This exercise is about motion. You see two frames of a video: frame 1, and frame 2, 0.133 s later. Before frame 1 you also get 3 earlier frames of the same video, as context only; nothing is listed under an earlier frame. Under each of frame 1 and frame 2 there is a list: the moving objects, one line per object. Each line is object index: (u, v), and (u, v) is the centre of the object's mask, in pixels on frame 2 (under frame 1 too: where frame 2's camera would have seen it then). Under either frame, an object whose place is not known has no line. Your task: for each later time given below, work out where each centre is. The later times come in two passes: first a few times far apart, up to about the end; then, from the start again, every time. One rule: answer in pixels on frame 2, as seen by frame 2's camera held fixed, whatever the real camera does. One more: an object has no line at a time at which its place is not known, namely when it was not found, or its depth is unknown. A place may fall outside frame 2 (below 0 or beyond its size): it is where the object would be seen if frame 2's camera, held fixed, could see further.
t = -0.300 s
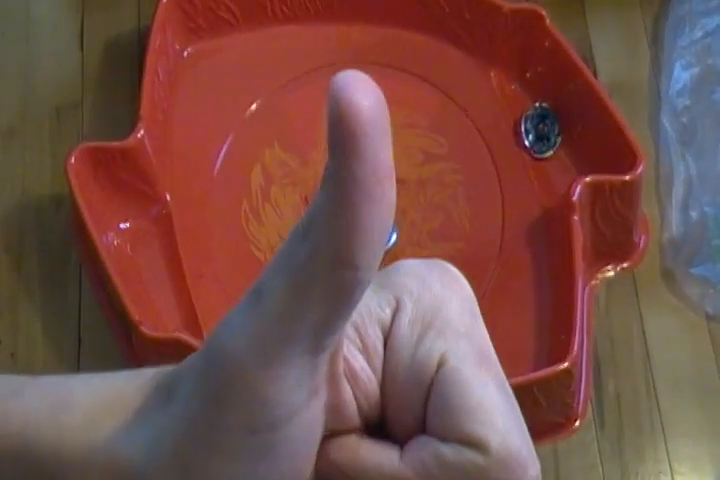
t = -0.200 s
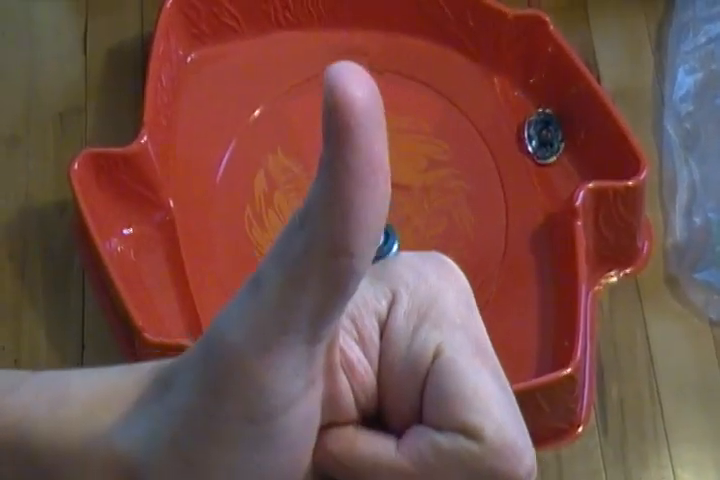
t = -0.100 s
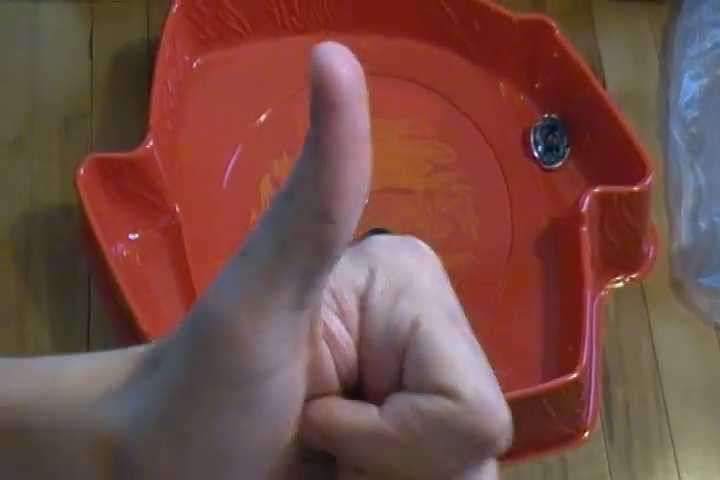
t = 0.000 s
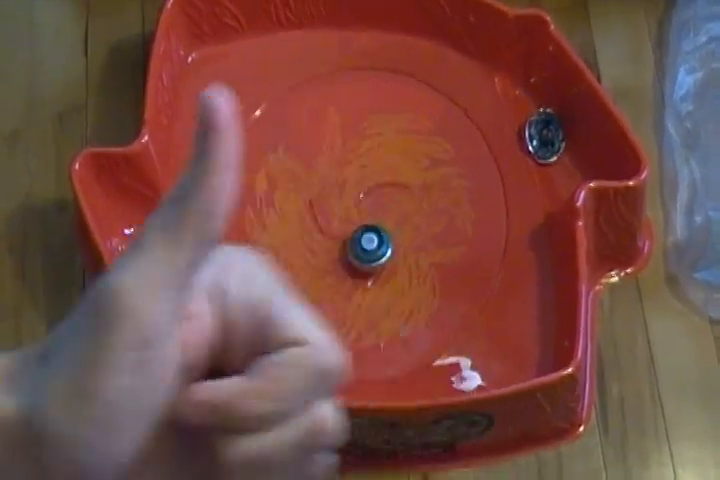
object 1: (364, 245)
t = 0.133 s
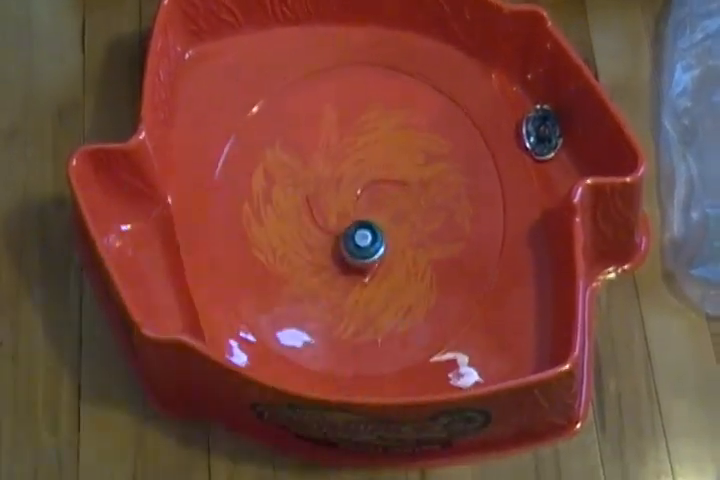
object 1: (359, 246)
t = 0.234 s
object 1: (358, 245)
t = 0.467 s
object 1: (353, 242)
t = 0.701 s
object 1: (350, 233)
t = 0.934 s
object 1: (352, 225)
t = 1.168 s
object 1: (354, 216)
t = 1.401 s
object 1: (359, 209)
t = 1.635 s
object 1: (366, 205)
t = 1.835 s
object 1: (371, 205)
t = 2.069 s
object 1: (374, 210)
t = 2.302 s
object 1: (375, 219)
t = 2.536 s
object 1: (371, 234)
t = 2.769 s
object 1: (365, 240)
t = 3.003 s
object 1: (359, 242)
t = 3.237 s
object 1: (353, 240)
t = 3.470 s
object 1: (351, 234)
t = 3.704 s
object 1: (352, 225)
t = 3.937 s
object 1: (356, 217)
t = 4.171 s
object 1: (360, 211)
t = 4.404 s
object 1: (367, 211)
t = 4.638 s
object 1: (372, 212)
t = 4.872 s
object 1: (376, 218)
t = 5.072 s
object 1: (374, 230)
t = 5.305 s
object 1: (378, 243)
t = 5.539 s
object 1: (371, 265)
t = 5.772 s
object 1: (362, 277)
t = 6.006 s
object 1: (370, 263)
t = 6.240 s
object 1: (370, 250)
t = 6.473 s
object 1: (369, 238)
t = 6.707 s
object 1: (369, 227)
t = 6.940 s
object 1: (372, 219)
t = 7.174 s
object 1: (376, 215)
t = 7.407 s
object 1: (379, 215)
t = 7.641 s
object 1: (380, 219)
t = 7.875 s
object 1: (372, 226)
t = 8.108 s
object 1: (368, 231)
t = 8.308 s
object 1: (362, 233)
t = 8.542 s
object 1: (357, 233)
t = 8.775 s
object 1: (355, 230)
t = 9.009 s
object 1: (356, 226)
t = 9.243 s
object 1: (358, 219)
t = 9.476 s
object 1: (362, 217)
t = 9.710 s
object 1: (367, 217)
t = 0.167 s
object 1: (359, 246)
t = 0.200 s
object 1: (358, 246)
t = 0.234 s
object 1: (358, 245)
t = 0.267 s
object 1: (358, 246)
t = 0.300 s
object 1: (357, 246)
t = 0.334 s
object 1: (356, 245)
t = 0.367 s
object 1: (356, 244)
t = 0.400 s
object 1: (355, 244)
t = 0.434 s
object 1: (354, 243)
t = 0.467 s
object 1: (353, 242)
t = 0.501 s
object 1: (353, 242)
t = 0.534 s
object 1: (353, 241)
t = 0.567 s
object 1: (352, 239)
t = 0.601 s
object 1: (352, 237)
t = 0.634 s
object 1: (351, 235)
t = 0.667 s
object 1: (350, 234)
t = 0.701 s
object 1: (350, 233)
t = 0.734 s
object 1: (350, 232)
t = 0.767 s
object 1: (351, 231)
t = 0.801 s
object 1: (351, 230)
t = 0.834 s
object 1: (351, 228)
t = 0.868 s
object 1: (351, 227)
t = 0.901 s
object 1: (351, 226)
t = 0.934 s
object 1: (352, 225)
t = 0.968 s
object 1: (352, 224)
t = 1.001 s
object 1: (352, 222)
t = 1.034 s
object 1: (353, 221)
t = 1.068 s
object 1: (353, 220)
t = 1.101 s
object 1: (353, 218)
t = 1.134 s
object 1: (354, 218)
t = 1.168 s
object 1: (354, 216)
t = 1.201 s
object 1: (355, 215)
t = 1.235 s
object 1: (356, 214)
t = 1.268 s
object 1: (357, 213)
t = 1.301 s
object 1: (357, 212)
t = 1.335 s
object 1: (358, 211)
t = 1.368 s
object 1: (358, 209)
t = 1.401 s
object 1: (359, 209)
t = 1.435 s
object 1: (360, 208)
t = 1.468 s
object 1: (361, 208)
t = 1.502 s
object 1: (362, 207)
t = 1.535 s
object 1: (363, 206)
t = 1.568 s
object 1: (364, 206)
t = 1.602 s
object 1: (365, 206)
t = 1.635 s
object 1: (366, 205)
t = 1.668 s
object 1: (366, 205)
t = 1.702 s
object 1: (367, 205)
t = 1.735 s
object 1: (368, 205)
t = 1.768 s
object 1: (369, 205)
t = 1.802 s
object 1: (370, 205)
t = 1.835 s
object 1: (371, 205)
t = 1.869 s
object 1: (372, 205)
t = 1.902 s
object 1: (372, 206)
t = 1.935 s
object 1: (373, 206)
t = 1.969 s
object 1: (373, 207)
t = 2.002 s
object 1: (374, 209)
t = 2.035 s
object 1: (374, 209)
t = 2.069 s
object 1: (374, 210)
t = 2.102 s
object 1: (375, 212)
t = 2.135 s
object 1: (375, 212)
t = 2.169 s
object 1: (375, 213)
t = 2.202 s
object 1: (375, 214)
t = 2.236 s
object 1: (375, 216)
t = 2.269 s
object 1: (375, 217)
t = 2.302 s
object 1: (375, 219)
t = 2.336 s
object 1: (373, 221)
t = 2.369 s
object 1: (373, 225)
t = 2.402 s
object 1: (373, 228)
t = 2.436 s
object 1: (372, 230)
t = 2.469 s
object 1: (372, 231)
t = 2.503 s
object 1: (372, 233)
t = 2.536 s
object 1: (371, 234)
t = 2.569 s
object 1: (370, 235)
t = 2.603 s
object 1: (370, 236)
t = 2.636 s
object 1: (369, 237)
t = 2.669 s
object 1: (368, 238)
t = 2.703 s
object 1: (367, 239)
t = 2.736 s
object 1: (366, 239)
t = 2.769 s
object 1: (365, 240)
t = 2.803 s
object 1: (364, 240)
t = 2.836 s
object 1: (363, 241)
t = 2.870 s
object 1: (362, 241)
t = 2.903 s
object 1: (361, 241)
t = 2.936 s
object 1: (360, 241)
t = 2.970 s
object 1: (360, 242)
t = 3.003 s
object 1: (359, 242)
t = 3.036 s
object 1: (358, 242)
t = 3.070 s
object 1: (357, 242)
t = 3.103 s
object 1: (357, 242)
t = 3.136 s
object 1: (356, 241)
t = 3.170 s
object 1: (355, 241)
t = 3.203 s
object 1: (354, 241)
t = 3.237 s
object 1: (353, 240)
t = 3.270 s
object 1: (353, 239)
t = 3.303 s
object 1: (352, 239)
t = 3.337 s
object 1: (352, 238)
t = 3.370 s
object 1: (352, 237)
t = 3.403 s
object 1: (352, 236)
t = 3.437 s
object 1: (351, 235)
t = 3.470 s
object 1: (351, 234)
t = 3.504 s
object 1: (351, 233)
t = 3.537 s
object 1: (351, 232)
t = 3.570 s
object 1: (351, 231)
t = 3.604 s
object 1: (351, 229)
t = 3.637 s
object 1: (351, 227)
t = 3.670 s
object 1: (351, 226)
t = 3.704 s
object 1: (352, 225)
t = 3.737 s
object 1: (352, 224)
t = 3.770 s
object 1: (353, 222)
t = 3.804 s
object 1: (353, 221)
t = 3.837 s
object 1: (353, 220)
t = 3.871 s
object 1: (355, 219)
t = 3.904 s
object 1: (355, 218)
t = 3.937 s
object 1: (356, 217)
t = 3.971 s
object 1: (356, 215)
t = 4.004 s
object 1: (357, 214)
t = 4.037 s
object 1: (357, 214)
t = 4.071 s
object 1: (358, 213)
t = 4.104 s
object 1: (359, 212)
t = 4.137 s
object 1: (359, 212)
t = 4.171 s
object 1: (360, 211)
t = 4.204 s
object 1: (361, 211)
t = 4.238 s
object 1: (362, 210)
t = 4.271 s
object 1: (363, 211)
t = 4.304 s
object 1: (364, 211)
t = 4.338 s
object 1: (365, 211)
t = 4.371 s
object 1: (365, 210)
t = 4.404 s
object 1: (367, 211)
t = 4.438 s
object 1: (367, 210)
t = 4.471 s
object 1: (368, 210)
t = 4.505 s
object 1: (369, 211)
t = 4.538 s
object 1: (370, 211)
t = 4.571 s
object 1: (371, 211)
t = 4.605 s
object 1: (372, 211)
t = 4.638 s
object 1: (372, 212)
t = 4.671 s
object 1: (373, 213)
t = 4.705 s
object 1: (374, 213)
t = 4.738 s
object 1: (374, 214)
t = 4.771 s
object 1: (375, 215)
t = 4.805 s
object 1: (375, 217)
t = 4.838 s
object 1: (375, 217)
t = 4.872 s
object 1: (376, 218)
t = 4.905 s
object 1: (375, 220)
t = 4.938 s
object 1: (375, 221)
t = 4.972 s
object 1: (373, 224)
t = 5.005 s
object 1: (373, 227)
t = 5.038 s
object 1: (373, 229)
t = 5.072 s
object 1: (374, 230)
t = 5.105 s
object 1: (375, 232)
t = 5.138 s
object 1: (375, 233)
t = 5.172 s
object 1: (375, 235)
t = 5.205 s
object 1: (376, 236)
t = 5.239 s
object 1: (376, 238)
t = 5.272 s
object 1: (377, 240)
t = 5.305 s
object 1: (378, 243)
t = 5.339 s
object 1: (379, 247)
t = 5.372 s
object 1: (378, 249)
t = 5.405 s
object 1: (376, 252)
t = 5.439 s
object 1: (376, 256)
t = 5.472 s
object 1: (374, 258)
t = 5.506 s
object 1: (372, 262)
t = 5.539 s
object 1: (371, 265)
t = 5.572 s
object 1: (368, 268)
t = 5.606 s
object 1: (365, 272)
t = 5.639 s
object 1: (363, 273)
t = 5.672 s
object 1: (361, 276)
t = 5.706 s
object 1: (361, 277)
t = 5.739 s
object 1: (362, 277)
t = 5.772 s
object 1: (362, 277)
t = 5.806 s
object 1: (362, 276)
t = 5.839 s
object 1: (363, 274)
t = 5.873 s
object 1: (364, 270)
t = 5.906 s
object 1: (366, 268)
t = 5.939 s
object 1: (368, 268)
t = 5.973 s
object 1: (370, 267)
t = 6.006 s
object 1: (370, 263)
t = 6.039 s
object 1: (371, 260)
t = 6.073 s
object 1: (371, 259)
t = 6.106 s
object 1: (371, 257)
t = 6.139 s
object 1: (371, 256)
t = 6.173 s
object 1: (371, 254)
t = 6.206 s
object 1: (371, 252)
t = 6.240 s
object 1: (370, 250)
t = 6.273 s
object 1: (370, 249)
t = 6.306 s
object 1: (370, 247)
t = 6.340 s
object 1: (370, 245)
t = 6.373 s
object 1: (370, 243)
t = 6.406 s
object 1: (369, 241)
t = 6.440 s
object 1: (369, 239)
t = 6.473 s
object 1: (369, 238)
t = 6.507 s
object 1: (369, 236)
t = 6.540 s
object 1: (369, 234)
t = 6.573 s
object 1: (369, 233)
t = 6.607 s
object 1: (369, 231)
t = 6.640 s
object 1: (369, 230)
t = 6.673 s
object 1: (369, 228)
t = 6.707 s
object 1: (369, 227)
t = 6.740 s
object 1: (370, 226)
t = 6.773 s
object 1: (370, 224)
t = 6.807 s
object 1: (370, 223)
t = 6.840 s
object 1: (370, 222)
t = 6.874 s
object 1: (371, 221)
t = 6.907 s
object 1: (371, 220)
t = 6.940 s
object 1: (372, 219)
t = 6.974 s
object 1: (373, 218)
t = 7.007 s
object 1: (373, 218)
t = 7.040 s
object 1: (374, 217)
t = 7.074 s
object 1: (375, 216)
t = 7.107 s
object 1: (375, 216)
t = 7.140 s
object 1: (376, 215)
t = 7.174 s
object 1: (376, 215)
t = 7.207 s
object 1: (377, 214)
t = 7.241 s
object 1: (377, 214)
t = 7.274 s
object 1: (378, 214)
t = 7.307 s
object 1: (378, 214)
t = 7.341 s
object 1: (379, 215)
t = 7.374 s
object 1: (379, 215)
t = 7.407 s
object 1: (379, 215)
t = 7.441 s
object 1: (380, 215)
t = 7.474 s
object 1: (380, 216)
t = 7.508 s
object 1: (380, 216)
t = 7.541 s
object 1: (380, 217)
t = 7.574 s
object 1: (380, 218)
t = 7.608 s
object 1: (380, 219)
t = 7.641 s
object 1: (380, 219)
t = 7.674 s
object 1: (380, 220)
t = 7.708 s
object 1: (379, 221)
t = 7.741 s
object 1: (378, 222)
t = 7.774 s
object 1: (377, 223)
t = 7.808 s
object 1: (375, 224)
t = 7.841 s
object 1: (373, 225)
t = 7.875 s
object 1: (372, 226)
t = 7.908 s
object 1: (372, 226)
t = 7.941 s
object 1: (372, 227)
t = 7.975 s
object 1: (371, 228)
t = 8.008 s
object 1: (371, 229)
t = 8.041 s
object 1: (370, 230)
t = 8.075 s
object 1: (369, 230)
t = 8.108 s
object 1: (368, 231)
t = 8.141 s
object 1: (367, 232)
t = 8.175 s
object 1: (366, 232)
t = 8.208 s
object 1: (365, 233)
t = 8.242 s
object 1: (364, 233)
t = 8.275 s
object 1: (363, 233)
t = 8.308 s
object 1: (362, 233)
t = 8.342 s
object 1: (361, 233)
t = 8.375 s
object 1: (360, 234)
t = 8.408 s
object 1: (359, 234)
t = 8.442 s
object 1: (359, 234)
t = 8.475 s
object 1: (358, 233)
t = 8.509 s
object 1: (358, 233)
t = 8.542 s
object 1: (357, 233)
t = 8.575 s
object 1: (357, 233)
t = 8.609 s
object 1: (357, 233)
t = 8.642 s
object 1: (356, 232)
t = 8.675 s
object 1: (356, 232)
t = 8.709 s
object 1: (356, 232)
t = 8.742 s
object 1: (355, 231)
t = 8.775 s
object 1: (355, 230)
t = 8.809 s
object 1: (355, 230)
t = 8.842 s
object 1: (355, 229)
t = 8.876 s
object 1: (355, 228)
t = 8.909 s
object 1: (355, 227)
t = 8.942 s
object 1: (355, 227)
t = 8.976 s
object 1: (356, 226)
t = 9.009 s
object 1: (356, 226)
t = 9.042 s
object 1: (356, 224)
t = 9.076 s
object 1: (357, 223)
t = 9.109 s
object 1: (357, 222)
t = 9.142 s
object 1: (357, 222)
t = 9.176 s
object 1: (358, 220)
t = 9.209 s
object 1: (358, 220)
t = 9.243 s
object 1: (358, 219)
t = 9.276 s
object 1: (359, 219)
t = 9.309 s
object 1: (360, 219)
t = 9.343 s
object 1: (360, 218)
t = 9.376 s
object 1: (360, 217)
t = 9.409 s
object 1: (361, 217)
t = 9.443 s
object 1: (362, 217)
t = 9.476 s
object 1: (362, 217)
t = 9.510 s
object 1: (363, 217)
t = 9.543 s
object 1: (364, 217)
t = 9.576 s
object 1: (365, 217)
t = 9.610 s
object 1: (365, 217)
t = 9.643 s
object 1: (366, 217)
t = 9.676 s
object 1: (366, 217)
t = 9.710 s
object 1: (367, 217)
